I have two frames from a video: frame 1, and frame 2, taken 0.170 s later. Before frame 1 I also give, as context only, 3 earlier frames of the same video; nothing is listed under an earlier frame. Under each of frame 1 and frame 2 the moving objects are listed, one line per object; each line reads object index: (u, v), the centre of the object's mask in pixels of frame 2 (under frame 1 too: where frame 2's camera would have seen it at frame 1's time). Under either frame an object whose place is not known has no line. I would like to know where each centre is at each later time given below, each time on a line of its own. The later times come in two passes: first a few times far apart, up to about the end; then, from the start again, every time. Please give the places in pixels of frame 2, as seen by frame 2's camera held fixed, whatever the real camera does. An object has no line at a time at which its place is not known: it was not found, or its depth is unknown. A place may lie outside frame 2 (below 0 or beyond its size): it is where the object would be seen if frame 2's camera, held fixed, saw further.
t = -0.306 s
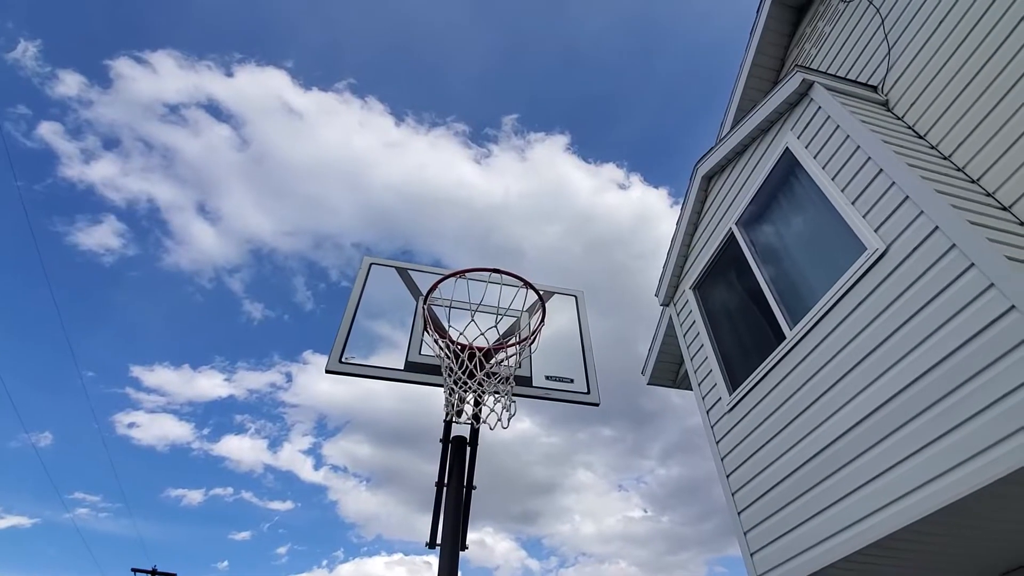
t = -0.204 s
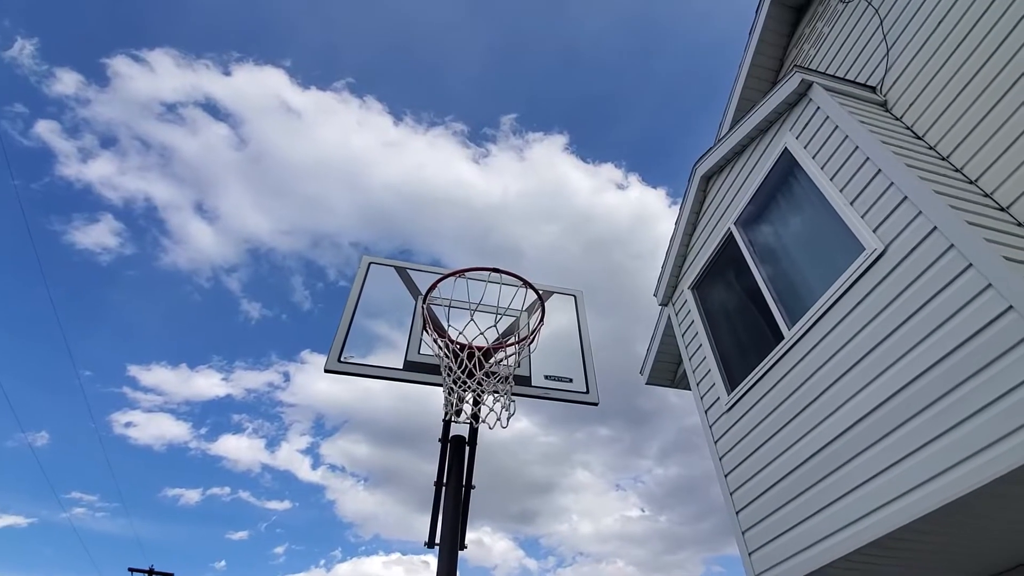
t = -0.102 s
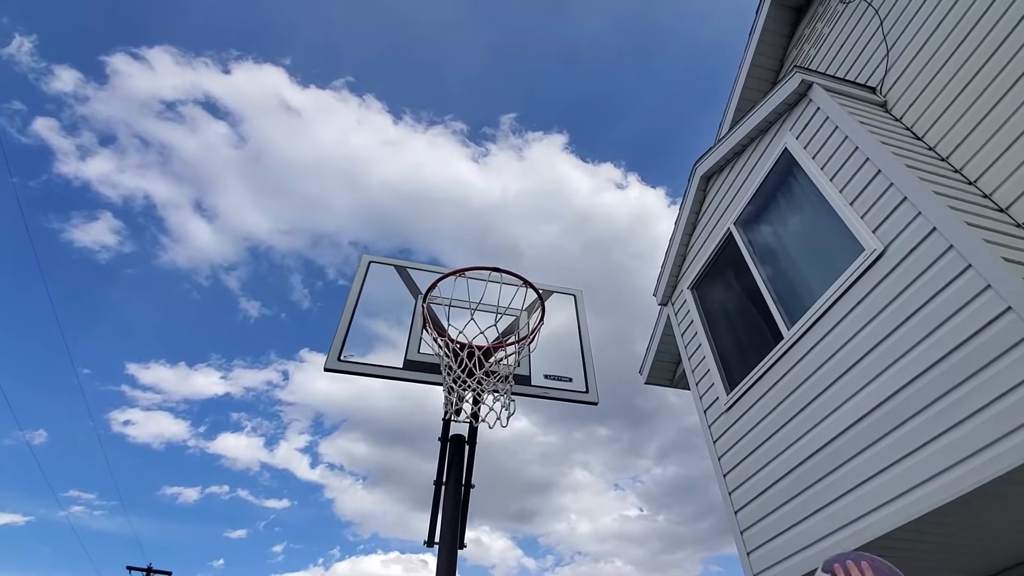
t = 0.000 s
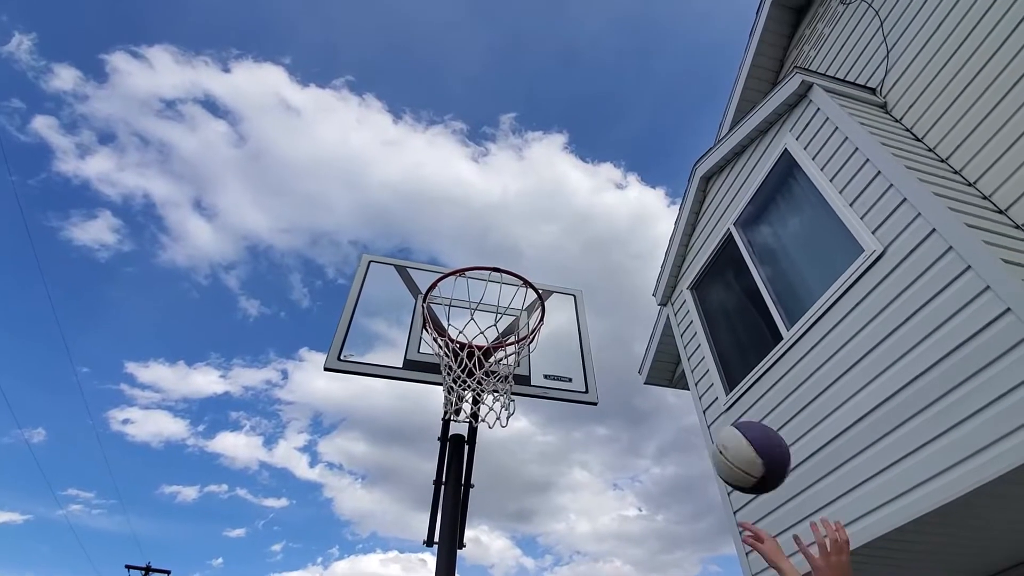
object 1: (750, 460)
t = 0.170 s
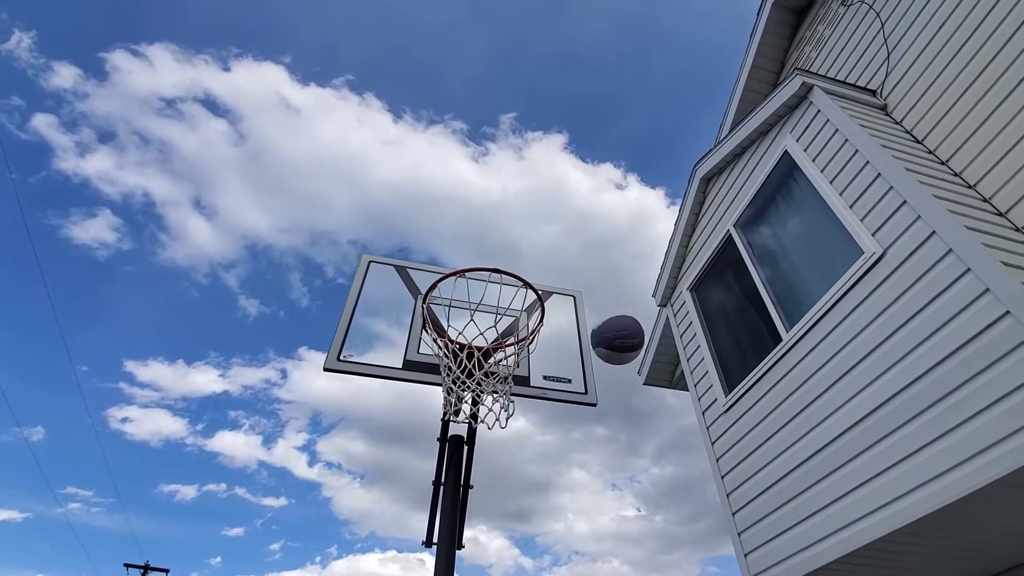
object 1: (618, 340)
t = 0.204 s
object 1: (599, 328)
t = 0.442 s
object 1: (527, 282)
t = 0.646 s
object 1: (493, 283)
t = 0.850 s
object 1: (454, 347)
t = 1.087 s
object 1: (450, 534)
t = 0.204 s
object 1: (599, 328)
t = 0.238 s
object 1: (583, 318)
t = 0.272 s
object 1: (568, 311)
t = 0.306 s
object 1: (554, 305)
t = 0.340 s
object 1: (542, 300)
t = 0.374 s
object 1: (537, 293)
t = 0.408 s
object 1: (532, 287)
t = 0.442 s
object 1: (527, 282)
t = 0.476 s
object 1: (523, 278)
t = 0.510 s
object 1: (517, 276)
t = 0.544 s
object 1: (512, 275)
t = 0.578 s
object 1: (506, 276)
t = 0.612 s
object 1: (500, 279)
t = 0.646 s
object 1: (493, 283)
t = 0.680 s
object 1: (486, 290)
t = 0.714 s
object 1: (478, 300)
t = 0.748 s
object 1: (469, 309)
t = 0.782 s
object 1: (459, 324)
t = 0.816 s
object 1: (455, 337)
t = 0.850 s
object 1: (454, 347)
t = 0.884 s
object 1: (455, 363)
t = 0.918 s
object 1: (455, 378)
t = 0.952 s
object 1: (455, 398)
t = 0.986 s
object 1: (455, 423)
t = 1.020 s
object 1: (454, 454)
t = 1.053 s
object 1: (452, 493)
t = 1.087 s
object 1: (450, 534)
